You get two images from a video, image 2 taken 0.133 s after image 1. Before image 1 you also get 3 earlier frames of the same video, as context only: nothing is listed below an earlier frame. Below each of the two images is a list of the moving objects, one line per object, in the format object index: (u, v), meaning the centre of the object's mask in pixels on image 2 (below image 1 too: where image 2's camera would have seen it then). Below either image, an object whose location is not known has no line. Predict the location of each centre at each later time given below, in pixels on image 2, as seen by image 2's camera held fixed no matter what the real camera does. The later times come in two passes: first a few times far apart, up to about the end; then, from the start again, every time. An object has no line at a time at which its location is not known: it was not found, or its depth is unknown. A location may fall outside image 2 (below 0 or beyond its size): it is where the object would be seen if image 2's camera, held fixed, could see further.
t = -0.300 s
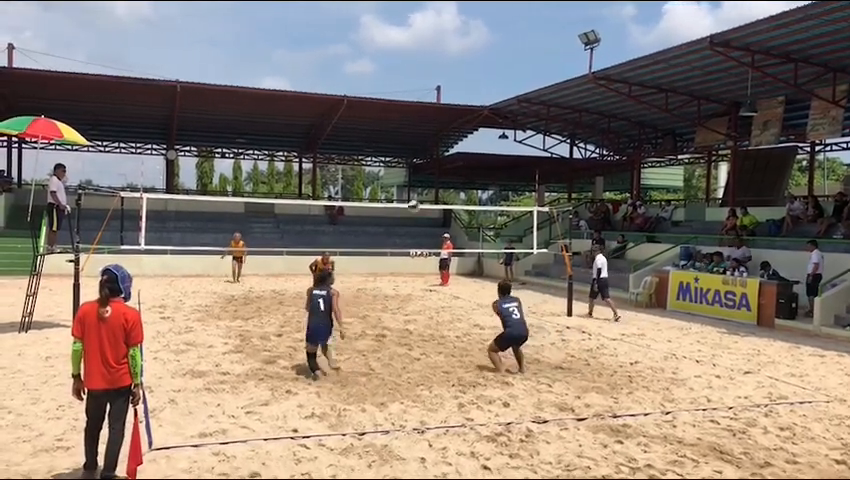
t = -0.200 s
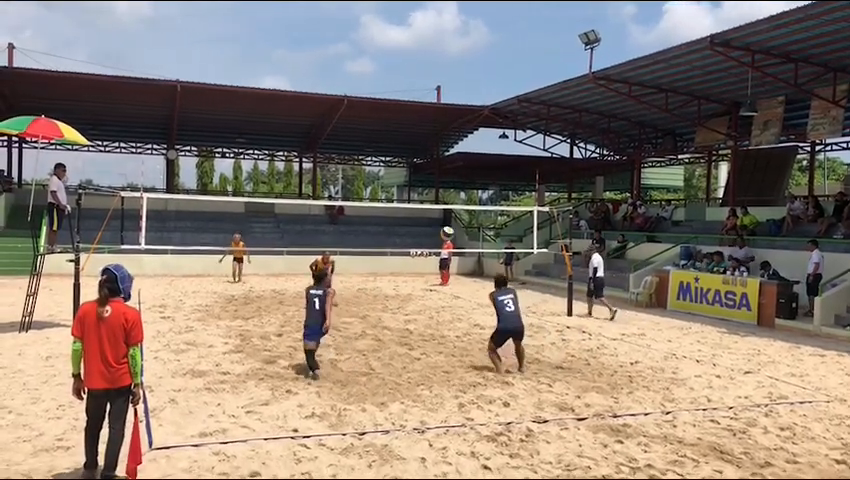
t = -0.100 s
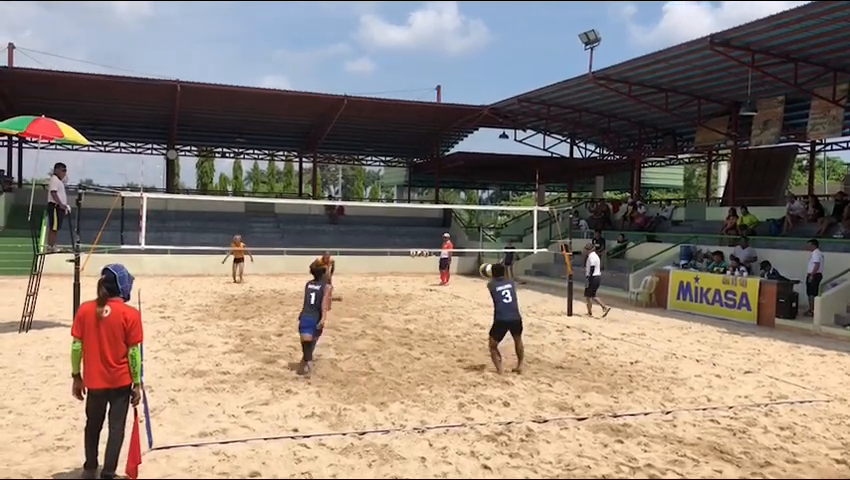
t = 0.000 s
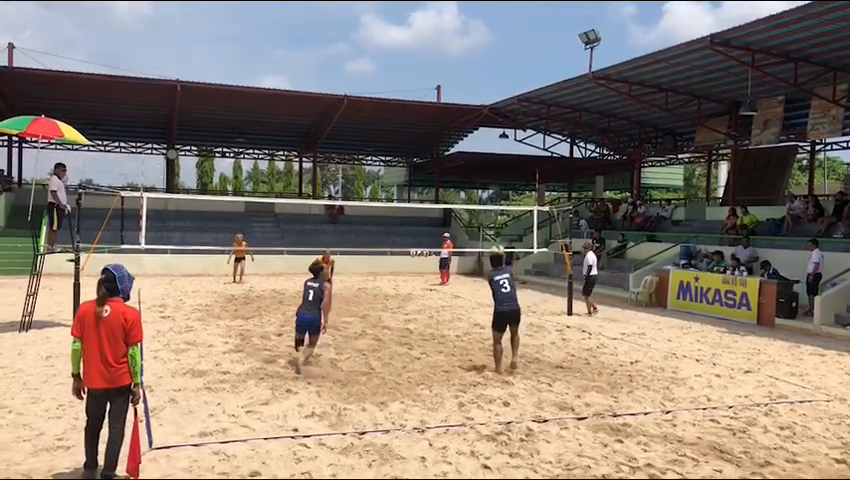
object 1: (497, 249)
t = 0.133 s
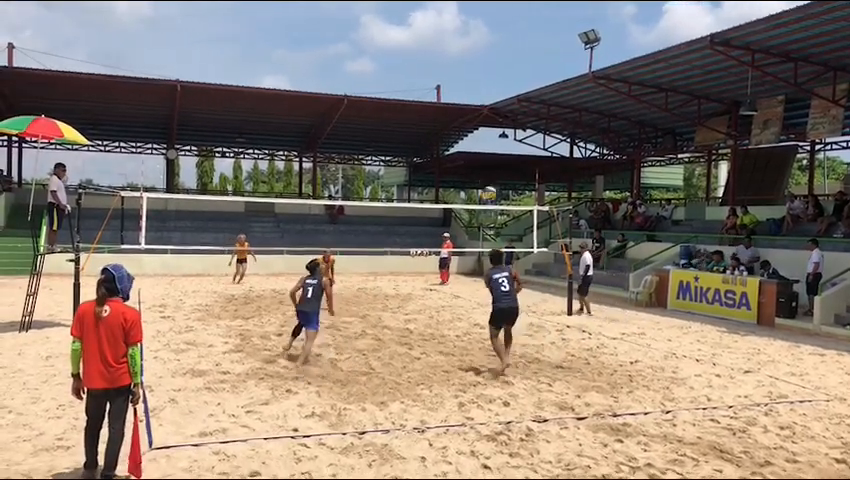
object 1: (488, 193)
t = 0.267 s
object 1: (481, 151)
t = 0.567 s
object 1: (464, 102)
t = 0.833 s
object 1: (448, 108)
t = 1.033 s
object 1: (437, 136)
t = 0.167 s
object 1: (487, 182)
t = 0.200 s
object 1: (484, 170)
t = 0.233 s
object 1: (483, 160)
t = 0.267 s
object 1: (481, 151)
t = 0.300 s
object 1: (478, 142)
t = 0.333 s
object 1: (477, 133)
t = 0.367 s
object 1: (474, 127)
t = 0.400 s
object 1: (473, 121)
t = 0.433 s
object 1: (471, 116)
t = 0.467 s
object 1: (469, 112)
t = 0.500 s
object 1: (467, 108)
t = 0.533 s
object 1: (465, 105)
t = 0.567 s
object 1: (464, 102)
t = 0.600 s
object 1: (461, 100)
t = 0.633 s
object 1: (460, 99)
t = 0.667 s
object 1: (458, 99)
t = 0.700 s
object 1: (457, 100)
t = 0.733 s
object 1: (454, 101)
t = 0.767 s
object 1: (452, 102)
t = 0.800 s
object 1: (450, 105)
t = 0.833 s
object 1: (448, 108)
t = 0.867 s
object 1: (446, 111)
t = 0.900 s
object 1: (445, 114)
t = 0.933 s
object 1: (443, 119)
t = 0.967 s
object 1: (441, 124)
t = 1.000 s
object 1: (439, 130)
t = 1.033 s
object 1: (437, 136)
